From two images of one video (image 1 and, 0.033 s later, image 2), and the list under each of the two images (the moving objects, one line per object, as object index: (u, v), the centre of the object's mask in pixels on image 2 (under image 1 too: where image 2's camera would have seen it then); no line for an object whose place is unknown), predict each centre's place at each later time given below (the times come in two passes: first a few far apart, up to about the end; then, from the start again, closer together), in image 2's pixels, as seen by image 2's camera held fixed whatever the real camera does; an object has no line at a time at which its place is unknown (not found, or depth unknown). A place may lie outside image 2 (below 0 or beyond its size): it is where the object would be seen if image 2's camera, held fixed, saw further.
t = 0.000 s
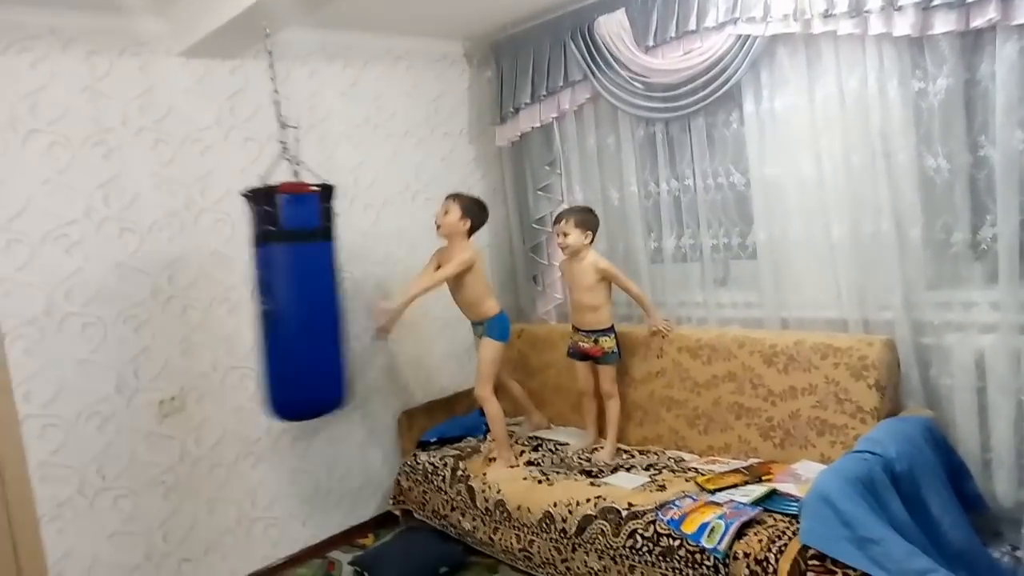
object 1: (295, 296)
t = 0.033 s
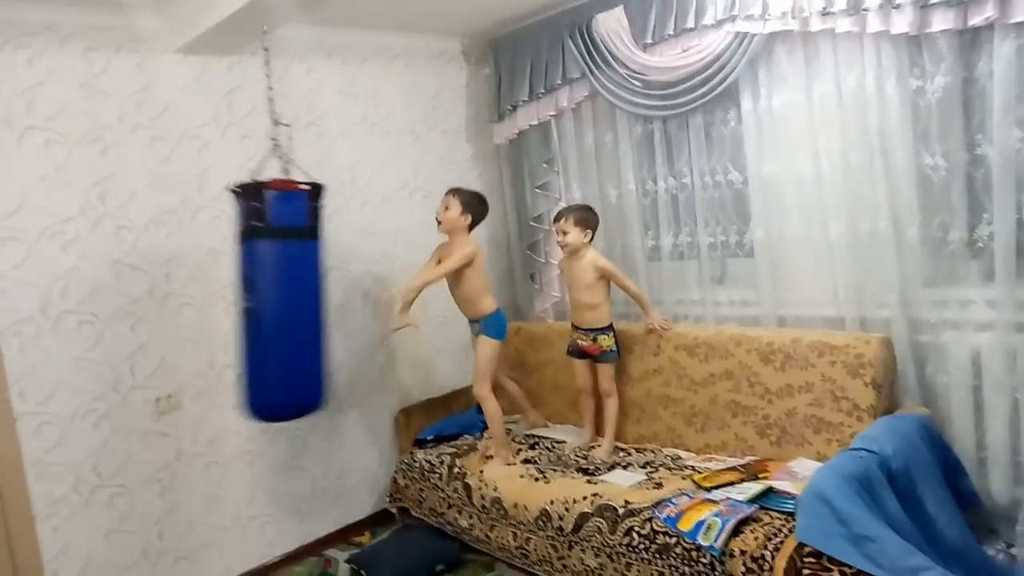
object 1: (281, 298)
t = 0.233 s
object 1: (203, 291)
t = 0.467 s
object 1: (155, 280)
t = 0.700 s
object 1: (183, 288)
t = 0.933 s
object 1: (267, 296)
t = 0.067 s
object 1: (268, 298)
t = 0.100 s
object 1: (254, 298)
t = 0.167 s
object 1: (226, 296)
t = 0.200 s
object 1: (214, 293)
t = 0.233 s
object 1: (203, 291)
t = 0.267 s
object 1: (193, 289)
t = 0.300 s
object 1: (183, 288)
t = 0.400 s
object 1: (162, 282)
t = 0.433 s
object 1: (158, 281)
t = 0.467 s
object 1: (155, 280)
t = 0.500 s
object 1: (155, 280)
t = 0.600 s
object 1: (162, 282)
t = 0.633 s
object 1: (167, 284)
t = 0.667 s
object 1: (175, 286)
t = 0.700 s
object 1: (183, 288)
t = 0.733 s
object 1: (192, 290)
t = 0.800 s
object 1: (214, 294)
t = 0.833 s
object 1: (227, 295)
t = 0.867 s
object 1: (239, 296)
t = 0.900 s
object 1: (253, 296)
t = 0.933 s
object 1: (267, 296)
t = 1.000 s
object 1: (294, 292)
